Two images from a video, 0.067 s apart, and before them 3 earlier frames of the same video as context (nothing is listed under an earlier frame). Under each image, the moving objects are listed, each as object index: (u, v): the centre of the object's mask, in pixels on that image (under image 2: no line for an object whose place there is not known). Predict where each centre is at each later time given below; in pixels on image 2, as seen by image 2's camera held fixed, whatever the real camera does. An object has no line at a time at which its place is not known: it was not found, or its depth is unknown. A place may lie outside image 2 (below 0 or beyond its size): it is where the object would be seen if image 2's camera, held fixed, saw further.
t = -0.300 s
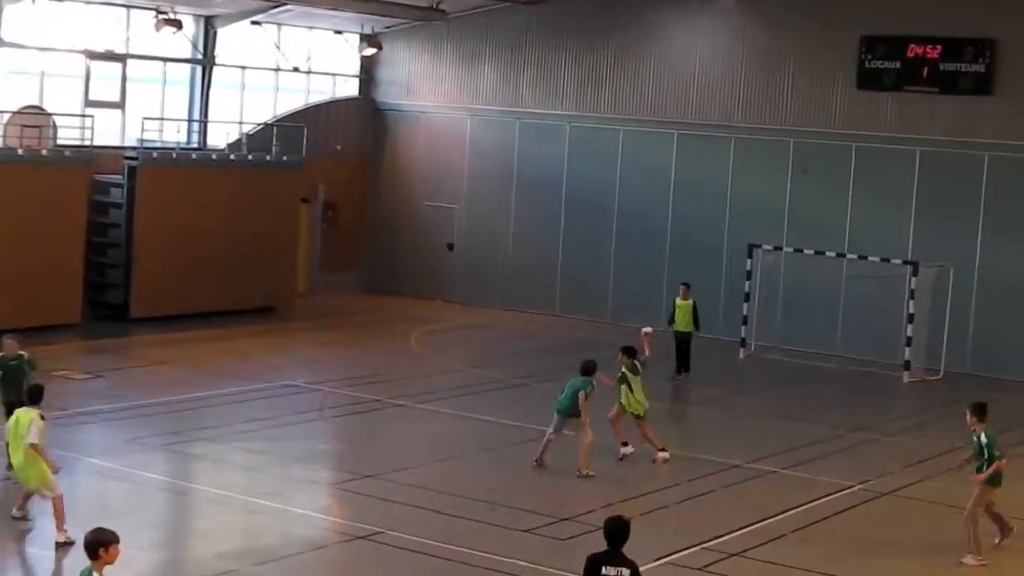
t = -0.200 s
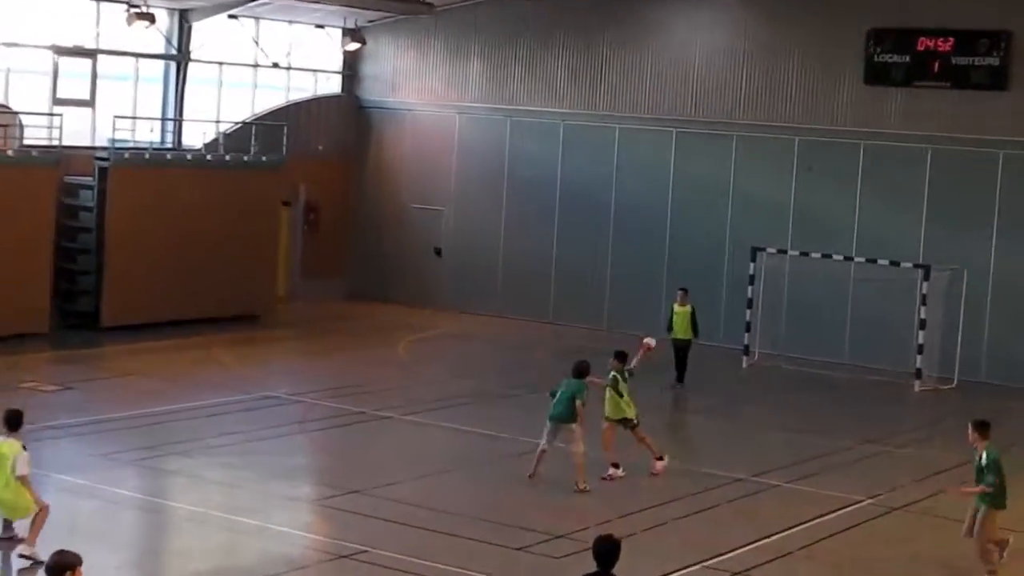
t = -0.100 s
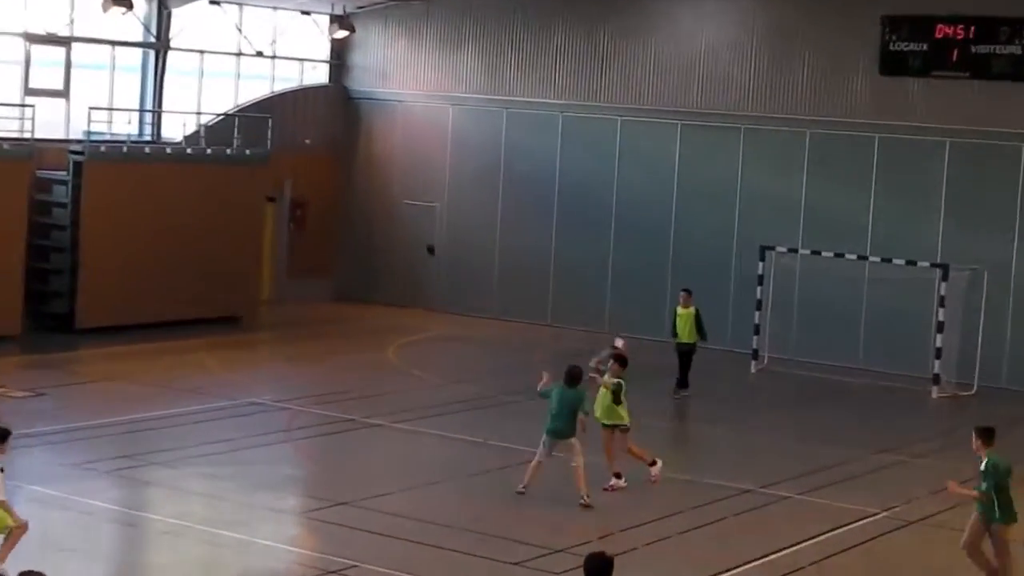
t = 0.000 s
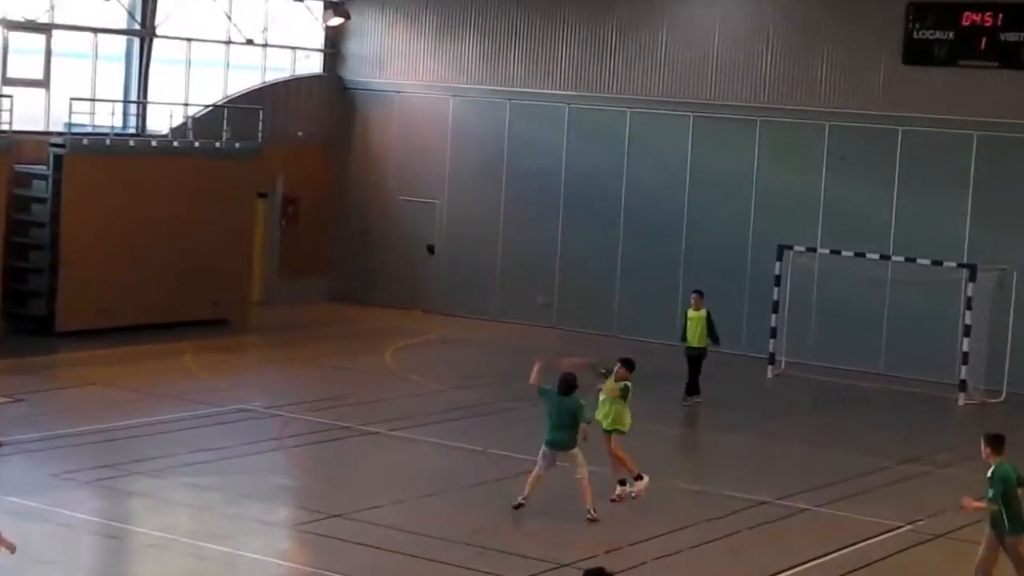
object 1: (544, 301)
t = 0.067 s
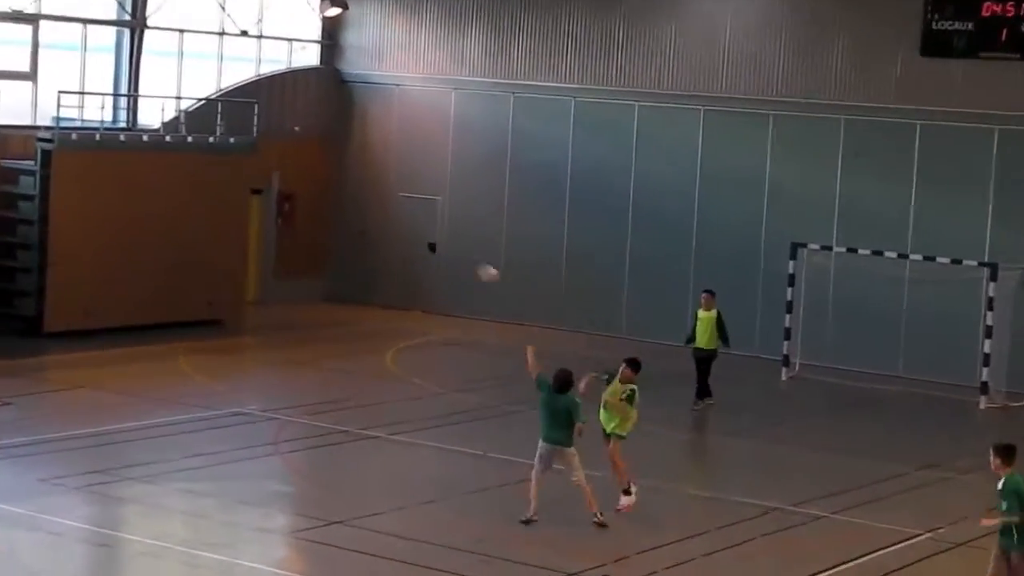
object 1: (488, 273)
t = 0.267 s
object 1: (280, 197)
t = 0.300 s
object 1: (244, 186)
